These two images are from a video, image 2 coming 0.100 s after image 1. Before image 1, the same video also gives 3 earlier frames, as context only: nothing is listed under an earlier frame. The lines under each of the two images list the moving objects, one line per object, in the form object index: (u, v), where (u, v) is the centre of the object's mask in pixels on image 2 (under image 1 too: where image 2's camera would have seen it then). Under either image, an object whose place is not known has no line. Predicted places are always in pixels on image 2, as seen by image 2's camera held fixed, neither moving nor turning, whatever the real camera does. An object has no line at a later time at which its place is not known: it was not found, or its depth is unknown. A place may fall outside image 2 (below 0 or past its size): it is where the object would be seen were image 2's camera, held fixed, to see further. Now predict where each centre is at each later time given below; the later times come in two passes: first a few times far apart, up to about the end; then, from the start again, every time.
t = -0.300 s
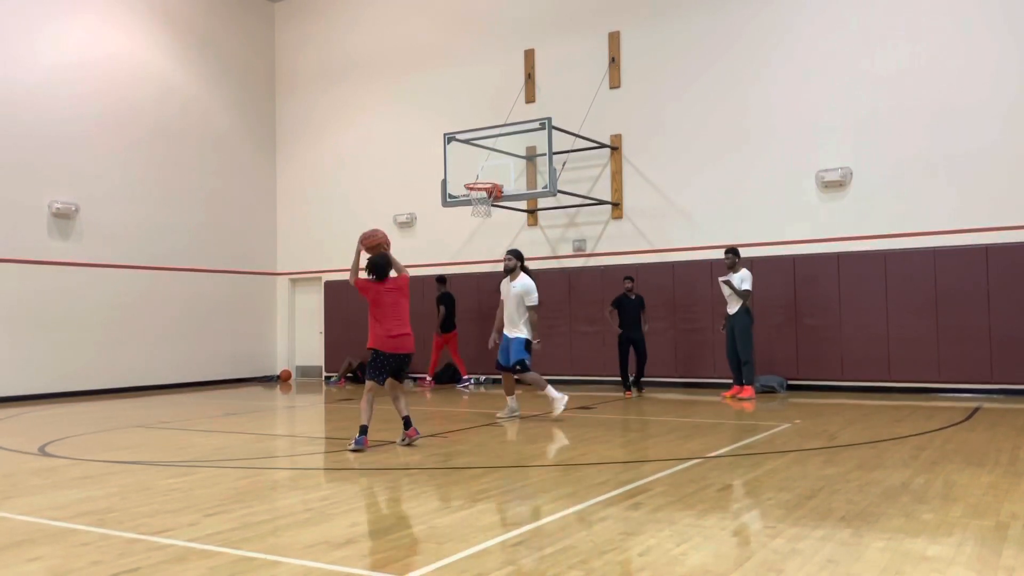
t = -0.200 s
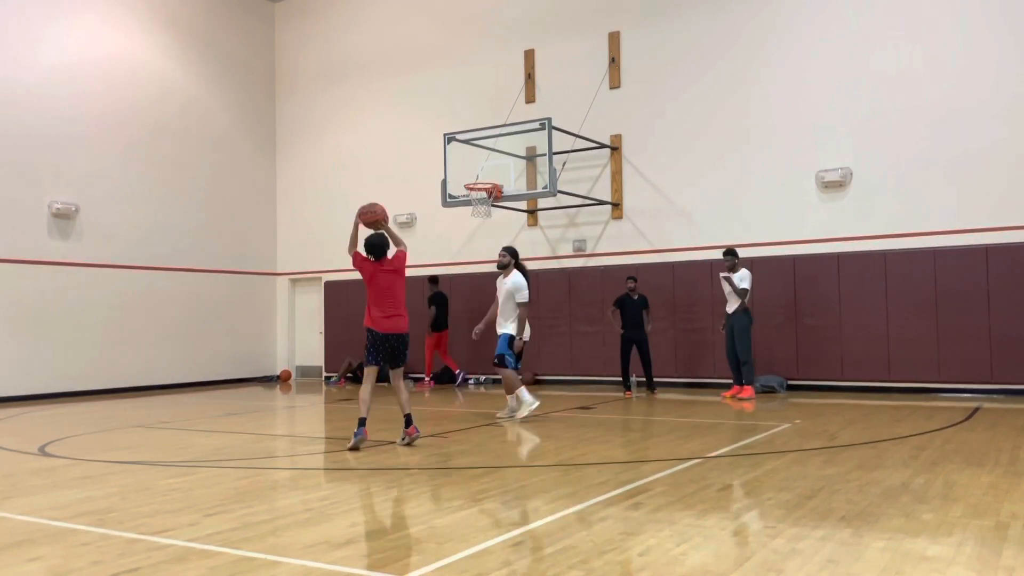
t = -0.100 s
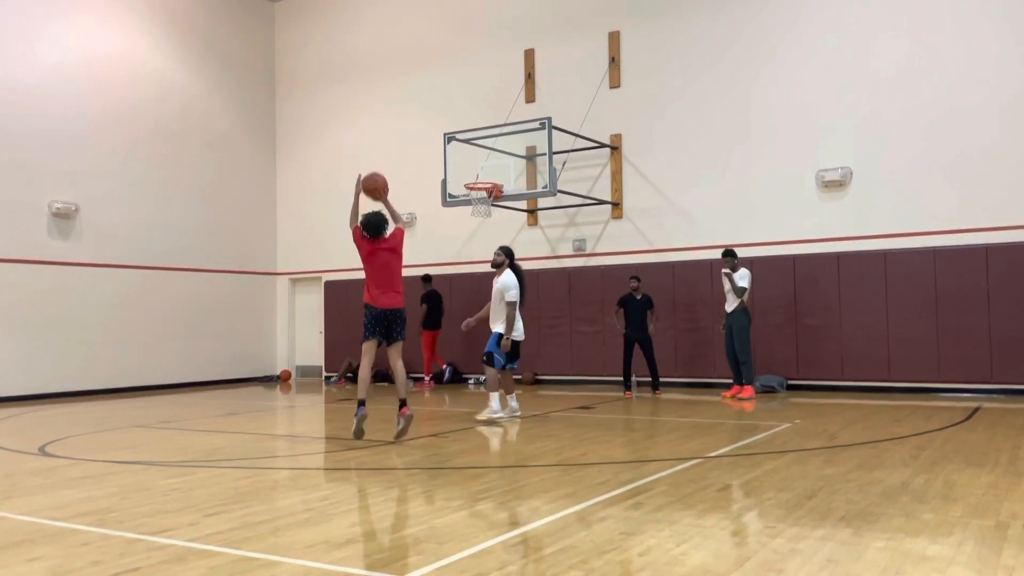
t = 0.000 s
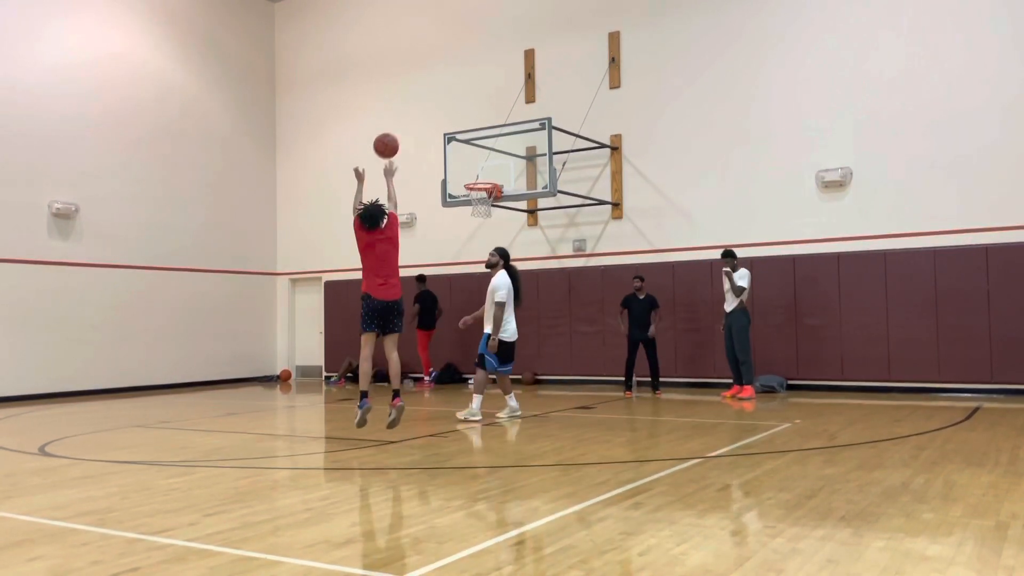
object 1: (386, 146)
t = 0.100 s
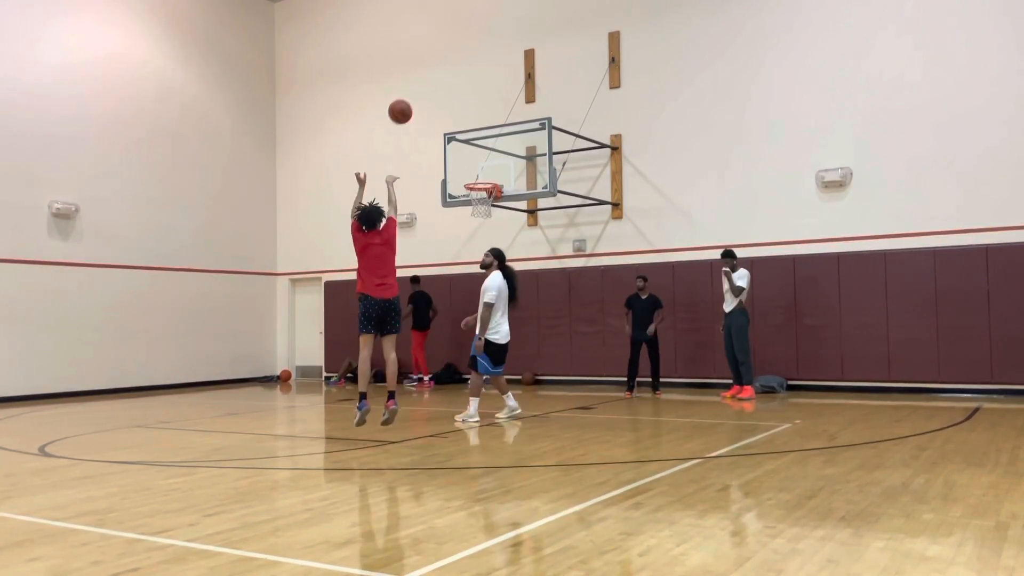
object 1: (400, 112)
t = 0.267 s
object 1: (421, 82)
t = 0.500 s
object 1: (445, 86)
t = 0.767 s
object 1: (466, 132)
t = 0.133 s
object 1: (405, 103)
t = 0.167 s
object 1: (409, 96)
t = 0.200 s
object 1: (413, 90)
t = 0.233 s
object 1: (417, 86)
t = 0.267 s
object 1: (421, 82)
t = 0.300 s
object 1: (425, 80)
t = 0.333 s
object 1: (428, 78)
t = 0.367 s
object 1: (432, 78)
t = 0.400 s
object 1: (435, 79)
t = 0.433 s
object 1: (439, 80)
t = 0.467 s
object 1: (442, 82)
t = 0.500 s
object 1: (445, 86)
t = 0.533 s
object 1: (448, 90)
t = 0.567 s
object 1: (451, 94)
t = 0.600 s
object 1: (454, 100)
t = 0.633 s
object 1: (455, 103)
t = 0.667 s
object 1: (458, 109)
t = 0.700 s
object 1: (461, 116)
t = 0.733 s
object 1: (464, 124)
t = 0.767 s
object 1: (466, 132)
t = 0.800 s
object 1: (469, 141)
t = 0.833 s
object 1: (471, 150)
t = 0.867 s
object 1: (473, 160)
